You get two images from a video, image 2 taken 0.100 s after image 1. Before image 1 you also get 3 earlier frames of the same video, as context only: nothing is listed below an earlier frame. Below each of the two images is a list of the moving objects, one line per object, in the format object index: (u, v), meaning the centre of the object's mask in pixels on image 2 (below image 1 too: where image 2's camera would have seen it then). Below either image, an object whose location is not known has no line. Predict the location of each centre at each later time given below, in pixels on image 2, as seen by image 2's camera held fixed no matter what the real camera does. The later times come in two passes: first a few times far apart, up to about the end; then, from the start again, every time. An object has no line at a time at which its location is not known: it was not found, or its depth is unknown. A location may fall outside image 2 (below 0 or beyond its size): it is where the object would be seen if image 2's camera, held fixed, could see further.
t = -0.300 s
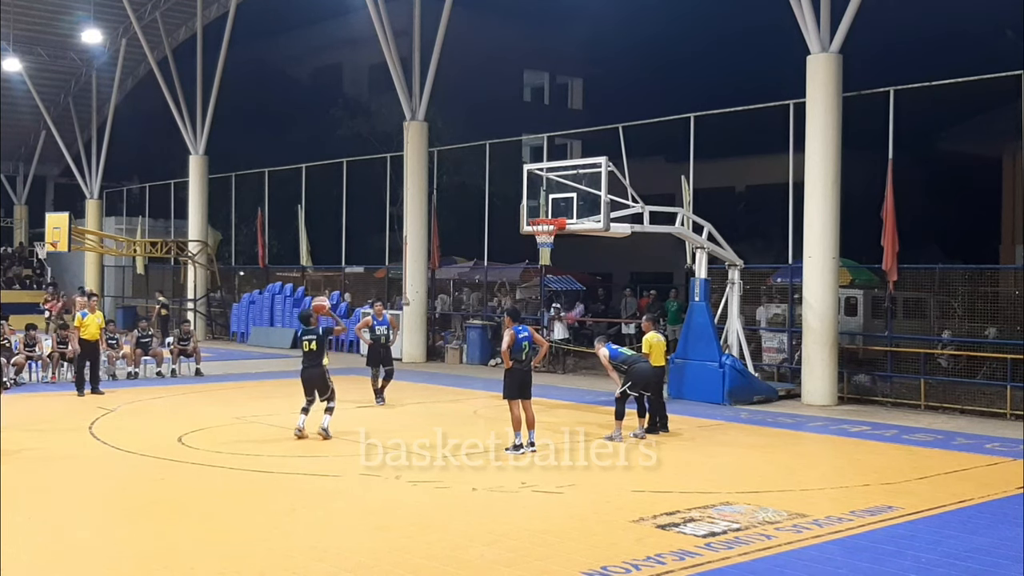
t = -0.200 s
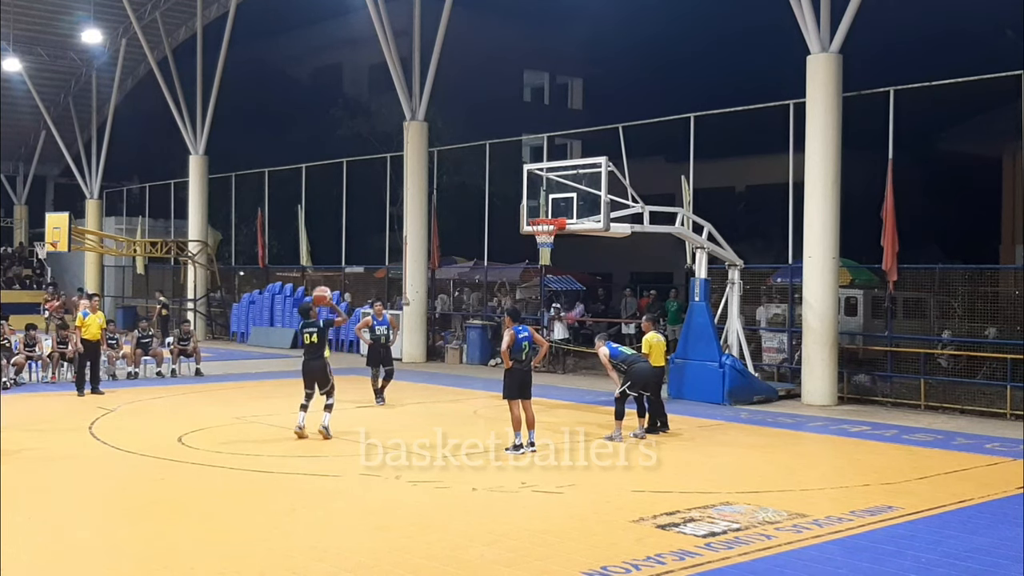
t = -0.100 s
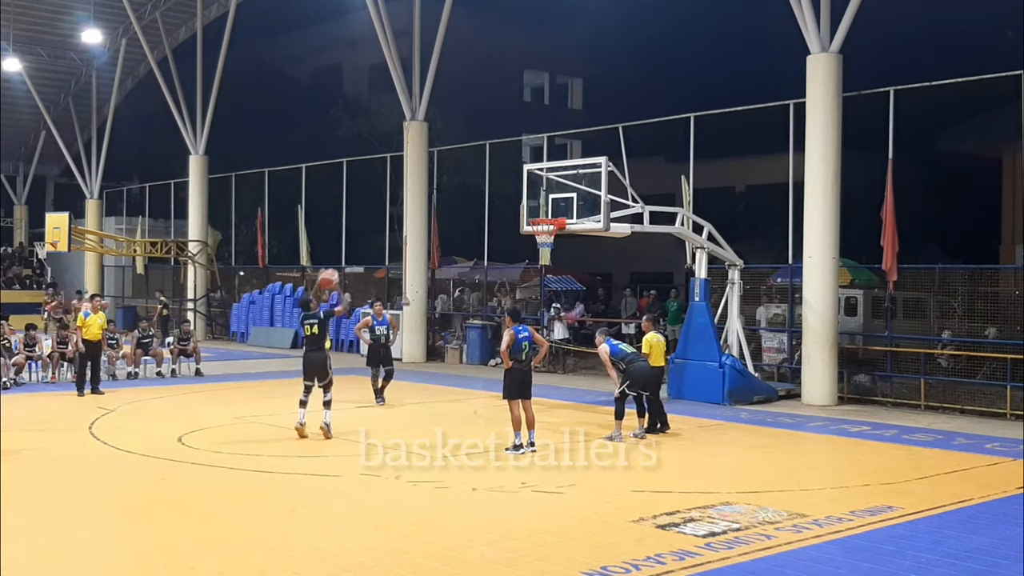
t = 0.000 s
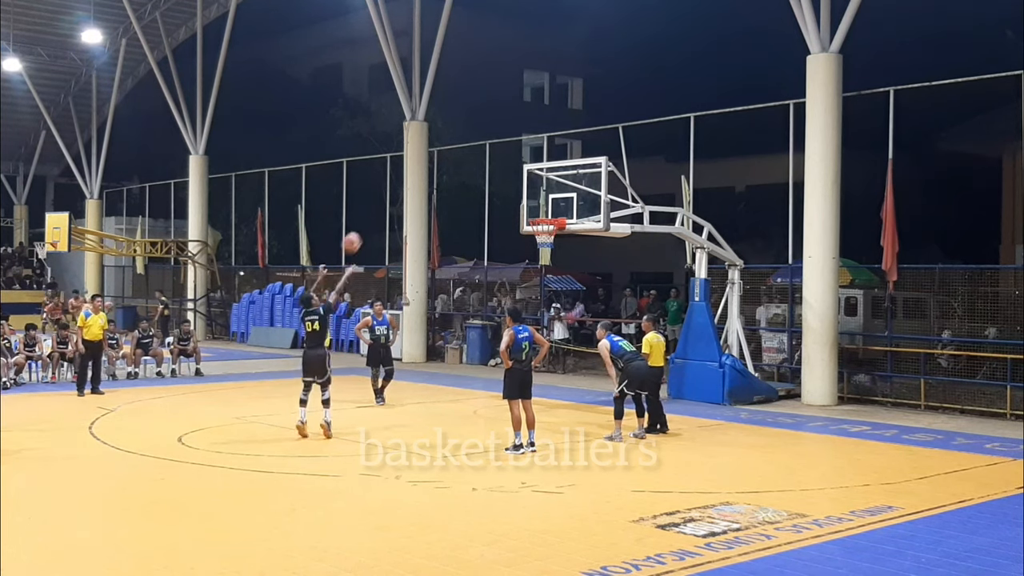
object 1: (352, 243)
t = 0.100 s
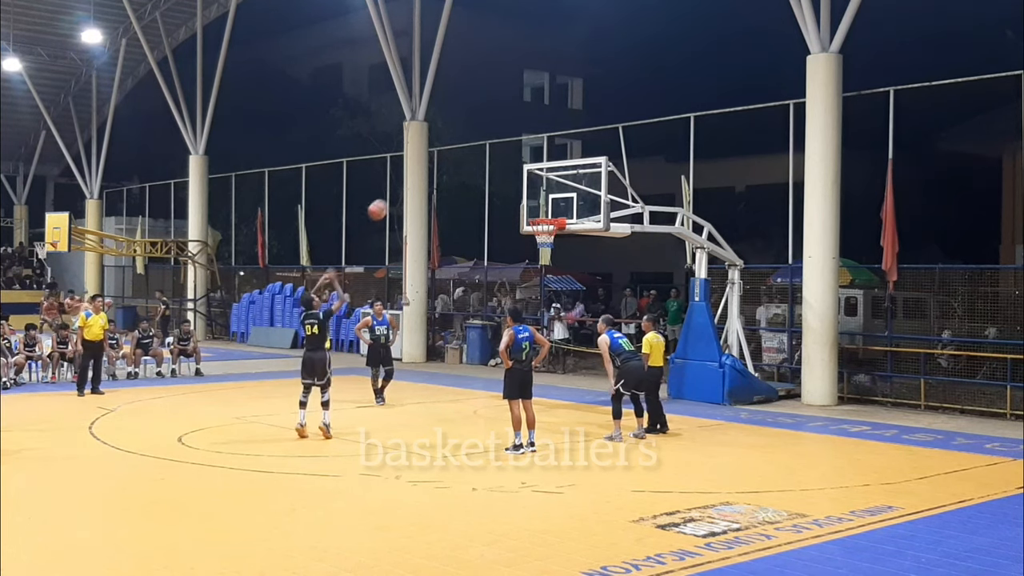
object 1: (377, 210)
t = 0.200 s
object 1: (401, 185)
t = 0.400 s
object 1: (449, 158)
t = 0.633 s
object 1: (498, 162)
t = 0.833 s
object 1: (537, 191)
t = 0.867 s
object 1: (543, 199)
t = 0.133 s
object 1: (386, 200)
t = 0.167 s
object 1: (394, 192)
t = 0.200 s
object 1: (401, 185)
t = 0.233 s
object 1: (410, 178)
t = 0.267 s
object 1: (419, 172)
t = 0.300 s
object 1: (427, 167)
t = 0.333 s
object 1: (434, 163)
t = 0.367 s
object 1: (441, 160)
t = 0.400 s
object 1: (449, 158)
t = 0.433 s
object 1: (456, 156)
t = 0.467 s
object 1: (463, 155)
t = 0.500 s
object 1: (470, 155)
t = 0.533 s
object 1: (477, 156)
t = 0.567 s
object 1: (485, 157)
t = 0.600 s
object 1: (492, 159)
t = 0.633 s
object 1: (498, 162)
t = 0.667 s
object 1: (505, 165)
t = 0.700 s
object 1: (512, 169)
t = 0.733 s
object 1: (517, 174)
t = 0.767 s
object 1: (524, 179)
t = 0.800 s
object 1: (532, 186)
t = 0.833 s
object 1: (537, 191)
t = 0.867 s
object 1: (543, 199)
